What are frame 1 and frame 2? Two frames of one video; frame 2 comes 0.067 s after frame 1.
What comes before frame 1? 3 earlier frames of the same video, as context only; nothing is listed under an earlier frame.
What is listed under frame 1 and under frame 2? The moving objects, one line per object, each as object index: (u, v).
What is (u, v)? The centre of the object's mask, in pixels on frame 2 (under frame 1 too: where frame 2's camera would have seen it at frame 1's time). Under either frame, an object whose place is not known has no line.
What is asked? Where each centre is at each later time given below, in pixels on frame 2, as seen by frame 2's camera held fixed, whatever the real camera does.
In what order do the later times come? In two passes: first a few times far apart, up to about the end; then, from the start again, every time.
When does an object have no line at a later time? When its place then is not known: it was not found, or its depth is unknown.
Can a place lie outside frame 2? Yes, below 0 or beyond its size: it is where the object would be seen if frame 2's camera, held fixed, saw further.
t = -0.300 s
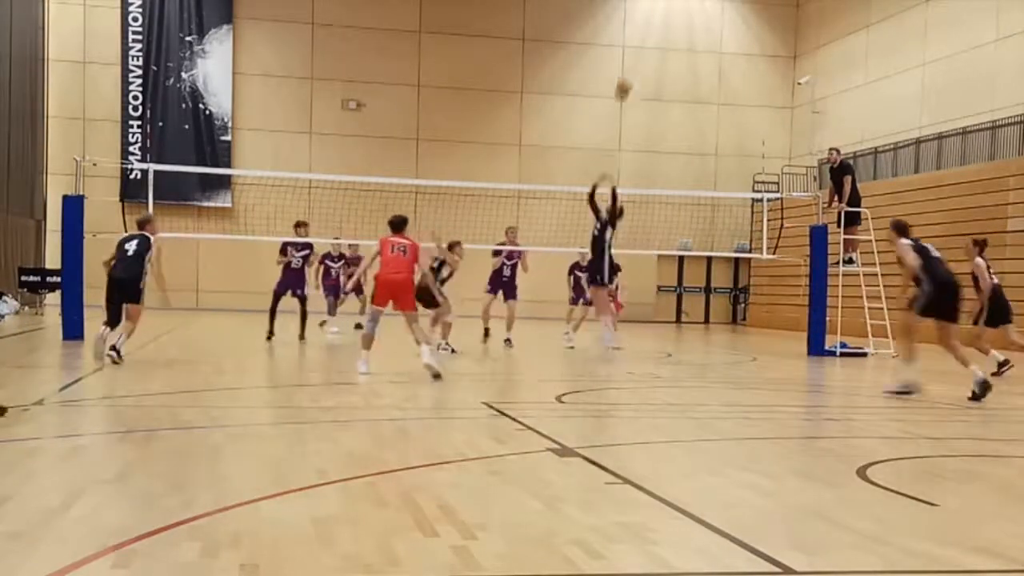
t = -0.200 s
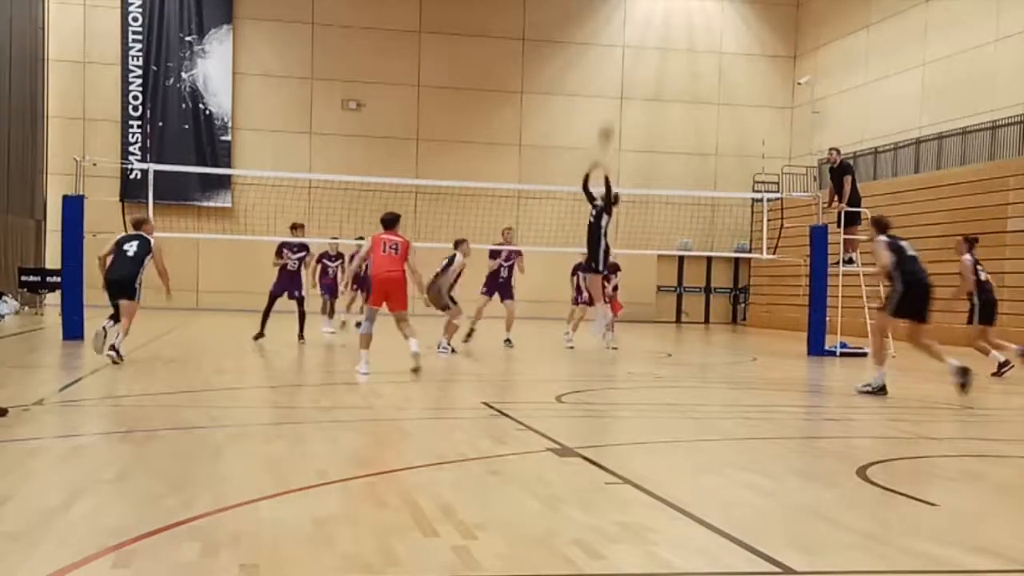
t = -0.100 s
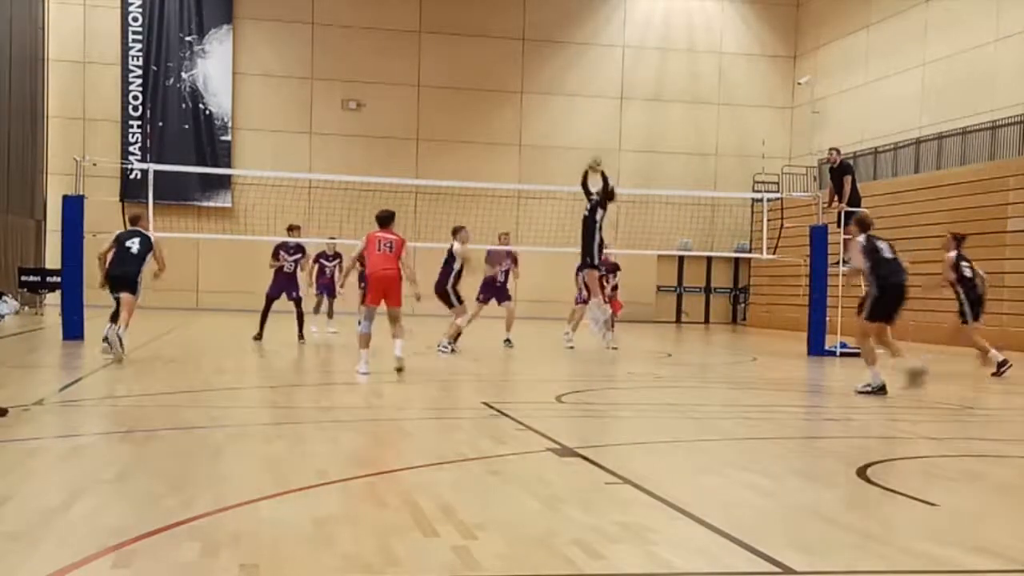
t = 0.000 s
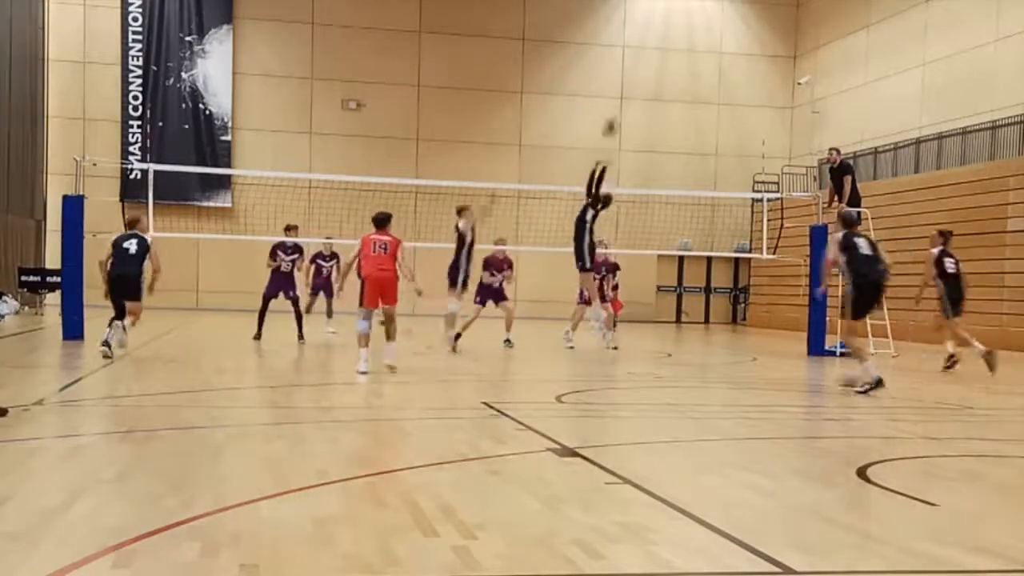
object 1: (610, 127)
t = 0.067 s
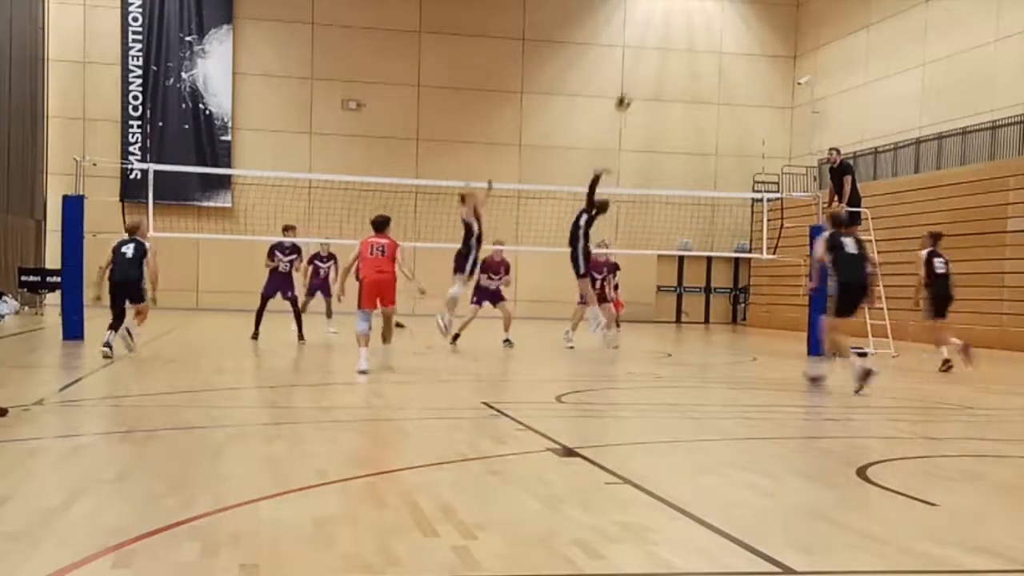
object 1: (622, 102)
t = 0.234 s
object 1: (650, 60)
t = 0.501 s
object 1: (690, 35)
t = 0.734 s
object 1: (721, 55)
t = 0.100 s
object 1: (629, 92)
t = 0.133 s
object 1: (634, 82)
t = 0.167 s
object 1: (639, 74)
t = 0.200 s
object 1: (645, 66)
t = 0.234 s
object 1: (650, 60)
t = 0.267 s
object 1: (655, 53)
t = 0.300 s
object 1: (661, 48)
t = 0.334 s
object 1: (666, 43)
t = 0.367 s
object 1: (670, 41)
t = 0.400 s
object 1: (675, 38)
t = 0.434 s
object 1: (680, 35)
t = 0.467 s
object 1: (685, 35)
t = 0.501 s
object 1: (690, 35)
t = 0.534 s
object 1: (694, 35)
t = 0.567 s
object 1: (699, 36)
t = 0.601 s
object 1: (704, 39)
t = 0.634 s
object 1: (708, 41)
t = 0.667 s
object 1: (713, 45)
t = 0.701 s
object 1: (717, 50)
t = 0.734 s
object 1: (721, 55)
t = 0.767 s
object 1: (725, 62)
